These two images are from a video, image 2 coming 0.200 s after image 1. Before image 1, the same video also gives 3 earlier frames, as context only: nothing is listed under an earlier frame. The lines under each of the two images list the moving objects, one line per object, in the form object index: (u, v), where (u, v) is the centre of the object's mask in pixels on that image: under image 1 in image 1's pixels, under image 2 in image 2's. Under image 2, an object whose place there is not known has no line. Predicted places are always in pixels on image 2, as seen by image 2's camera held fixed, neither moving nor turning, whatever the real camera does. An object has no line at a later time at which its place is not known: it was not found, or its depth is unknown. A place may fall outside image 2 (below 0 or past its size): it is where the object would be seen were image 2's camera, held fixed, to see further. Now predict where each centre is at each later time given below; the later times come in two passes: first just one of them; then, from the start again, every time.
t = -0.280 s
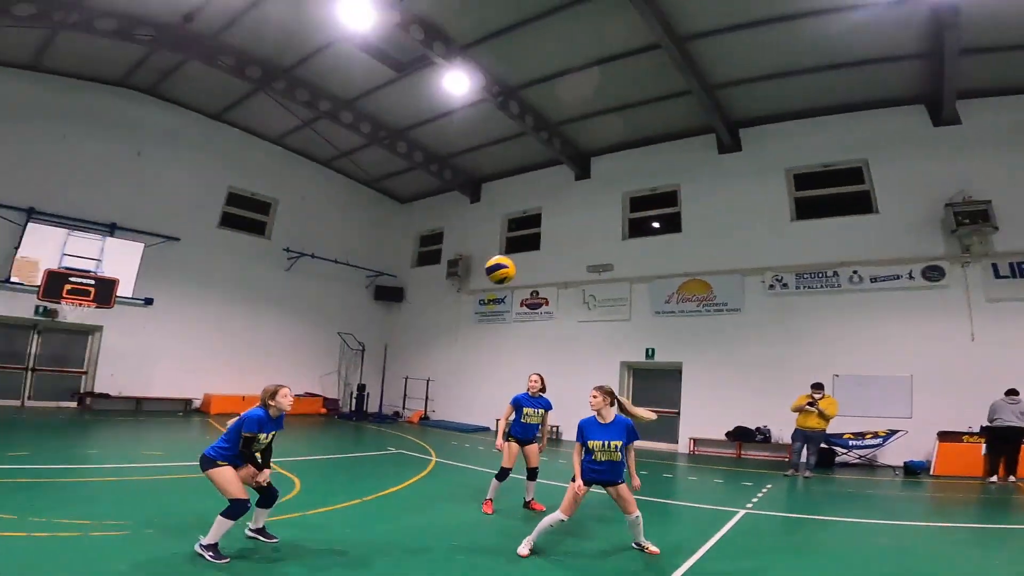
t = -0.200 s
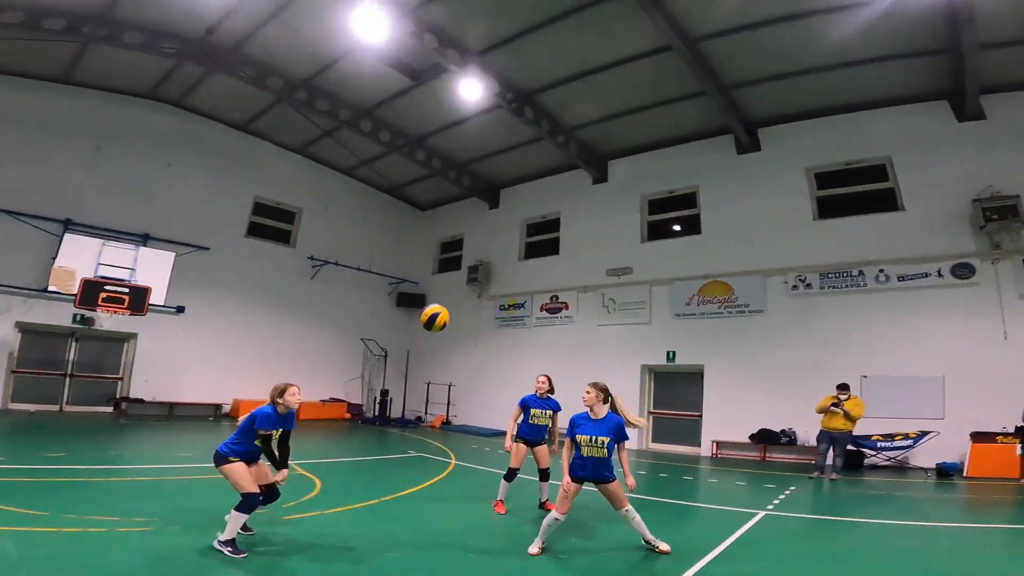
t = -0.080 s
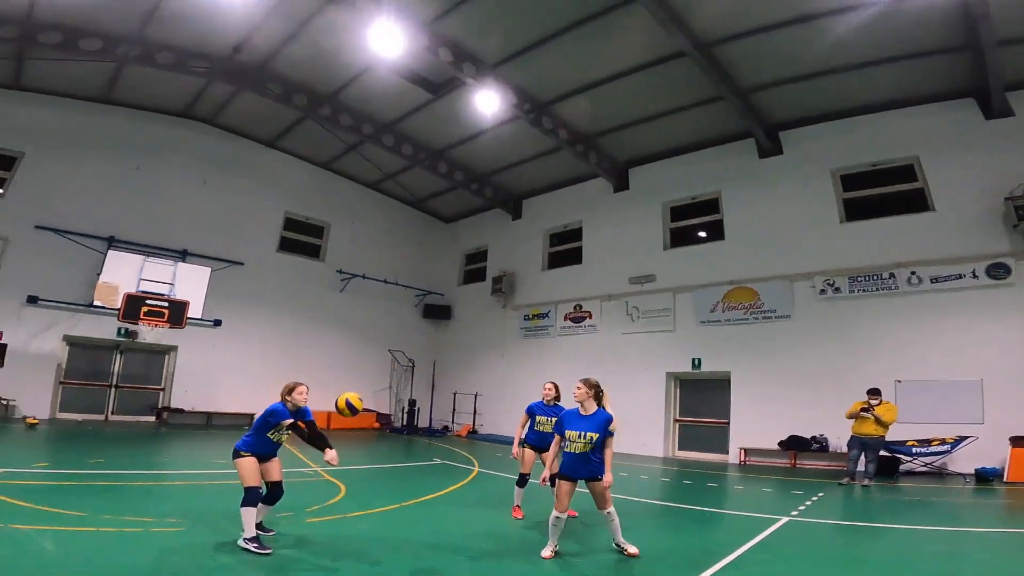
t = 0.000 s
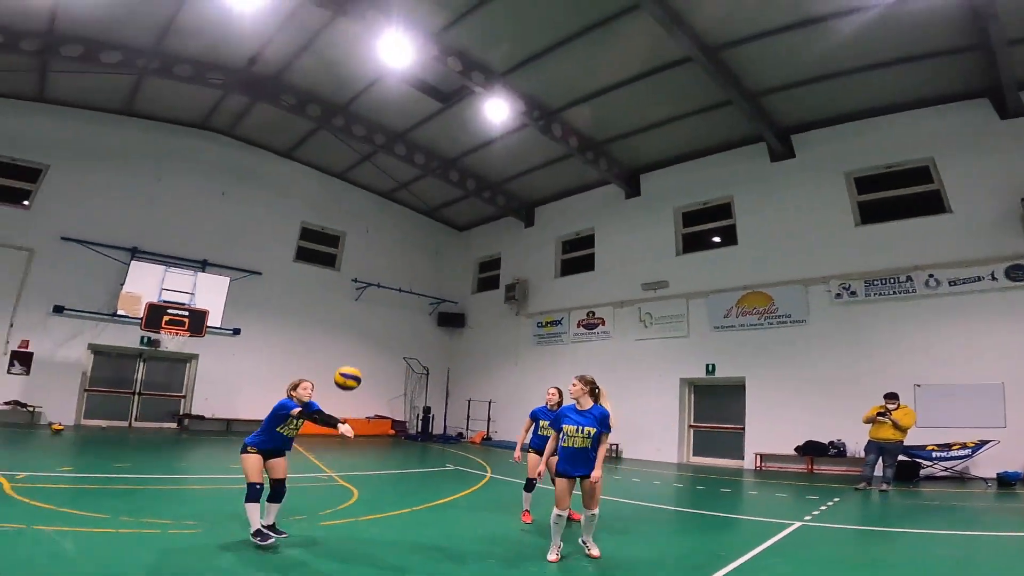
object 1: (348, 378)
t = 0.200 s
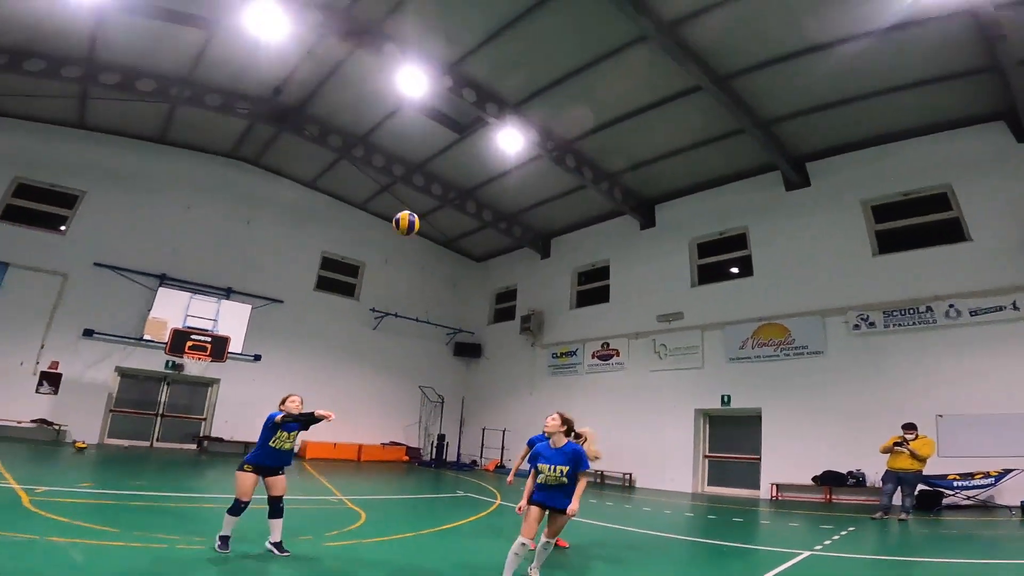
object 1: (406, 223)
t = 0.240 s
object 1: (414, 195)
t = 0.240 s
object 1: (414, 195)
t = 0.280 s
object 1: (422, 170)
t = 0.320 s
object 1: (431, 146)
